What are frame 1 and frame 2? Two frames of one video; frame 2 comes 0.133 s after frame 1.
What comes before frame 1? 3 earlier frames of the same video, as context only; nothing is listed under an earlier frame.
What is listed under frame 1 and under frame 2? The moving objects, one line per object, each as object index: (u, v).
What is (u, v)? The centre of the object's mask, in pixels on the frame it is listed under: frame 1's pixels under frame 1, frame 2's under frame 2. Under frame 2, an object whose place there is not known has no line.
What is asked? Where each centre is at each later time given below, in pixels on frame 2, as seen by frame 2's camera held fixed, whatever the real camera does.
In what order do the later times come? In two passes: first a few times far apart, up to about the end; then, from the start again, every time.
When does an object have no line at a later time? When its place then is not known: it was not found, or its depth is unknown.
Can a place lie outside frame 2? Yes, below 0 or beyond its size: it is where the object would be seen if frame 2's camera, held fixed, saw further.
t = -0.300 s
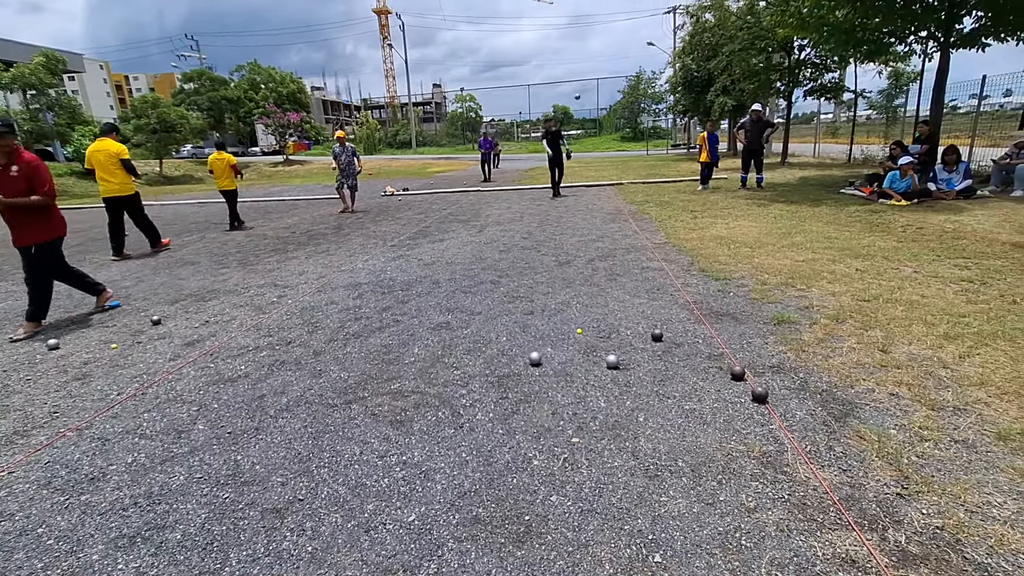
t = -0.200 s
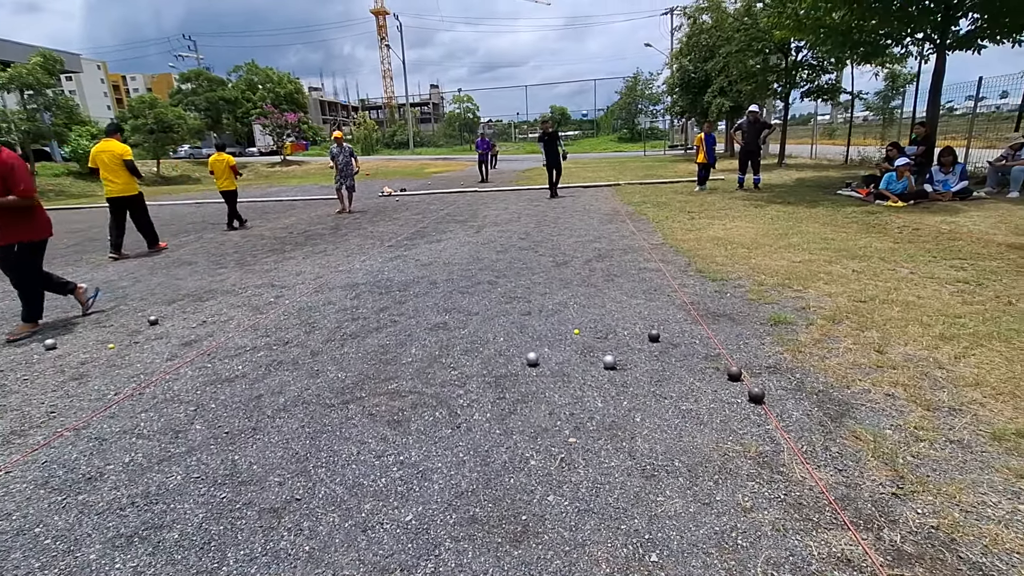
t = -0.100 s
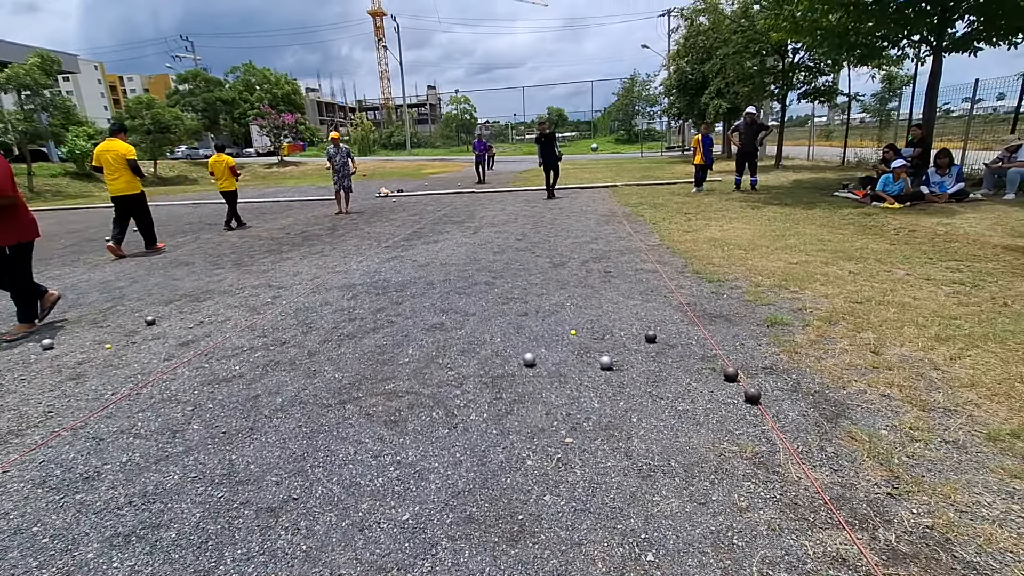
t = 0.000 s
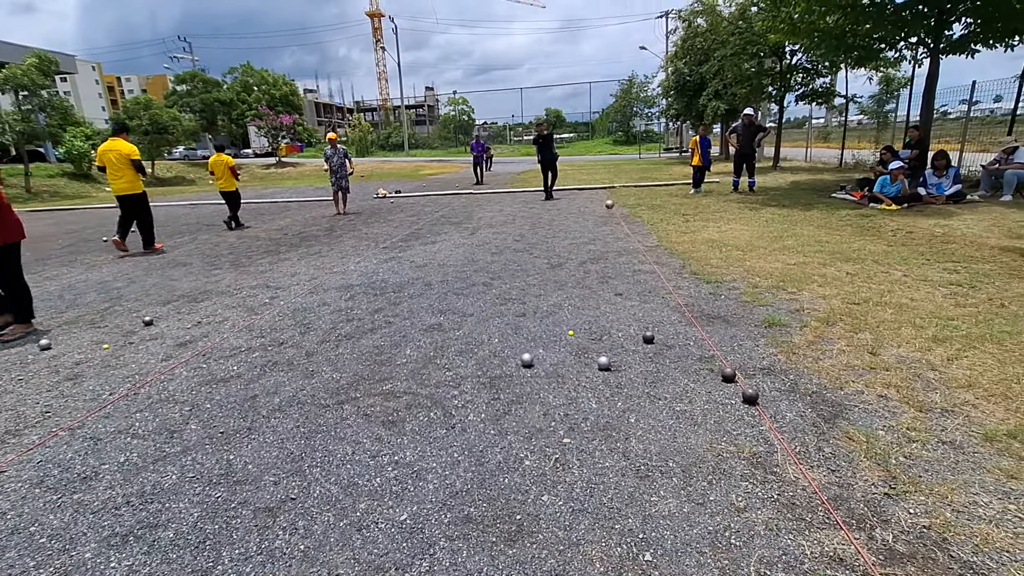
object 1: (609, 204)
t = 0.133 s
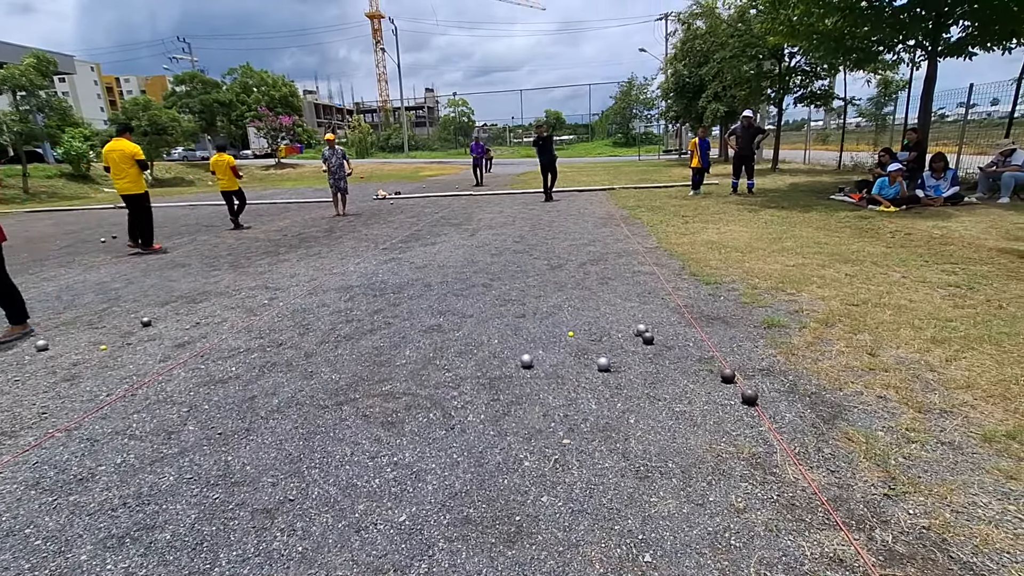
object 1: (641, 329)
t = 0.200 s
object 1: (648, 319)
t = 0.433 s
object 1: (661, 318)
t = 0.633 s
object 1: (673, 361)
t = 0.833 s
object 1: (686, 378)
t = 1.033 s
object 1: (698, 392)
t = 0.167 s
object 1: (646, 327)
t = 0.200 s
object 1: (648, 319)
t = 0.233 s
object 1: (650, 314)
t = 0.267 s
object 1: (652, 310)
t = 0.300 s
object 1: (654, 309)
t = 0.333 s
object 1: (656, 308)
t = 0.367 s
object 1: (657, 309)
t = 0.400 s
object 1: (660, 313)
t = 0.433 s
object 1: (661, 318)
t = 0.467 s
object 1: (664, 325)
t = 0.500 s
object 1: (666, 334)
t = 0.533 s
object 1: (667, 345)
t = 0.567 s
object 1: (669, 357)
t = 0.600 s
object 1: (671, 358)
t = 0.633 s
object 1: (673, 361)
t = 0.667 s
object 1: (675, 364)
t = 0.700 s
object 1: (677, 367)
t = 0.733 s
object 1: (680, 370)
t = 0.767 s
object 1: (682, 372)
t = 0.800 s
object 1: (683, 375)
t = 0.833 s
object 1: (686, 378)
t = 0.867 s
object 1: (688, 380)
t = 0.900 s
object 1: (690, 383)
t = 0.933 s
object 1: (692, 386)
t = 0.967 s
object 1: (694, 387)
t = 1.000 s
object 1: (696, 390)
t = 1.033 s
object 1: (698, 392)
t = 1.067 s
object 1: (700, 394)
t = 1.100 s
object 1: (702, 396)
